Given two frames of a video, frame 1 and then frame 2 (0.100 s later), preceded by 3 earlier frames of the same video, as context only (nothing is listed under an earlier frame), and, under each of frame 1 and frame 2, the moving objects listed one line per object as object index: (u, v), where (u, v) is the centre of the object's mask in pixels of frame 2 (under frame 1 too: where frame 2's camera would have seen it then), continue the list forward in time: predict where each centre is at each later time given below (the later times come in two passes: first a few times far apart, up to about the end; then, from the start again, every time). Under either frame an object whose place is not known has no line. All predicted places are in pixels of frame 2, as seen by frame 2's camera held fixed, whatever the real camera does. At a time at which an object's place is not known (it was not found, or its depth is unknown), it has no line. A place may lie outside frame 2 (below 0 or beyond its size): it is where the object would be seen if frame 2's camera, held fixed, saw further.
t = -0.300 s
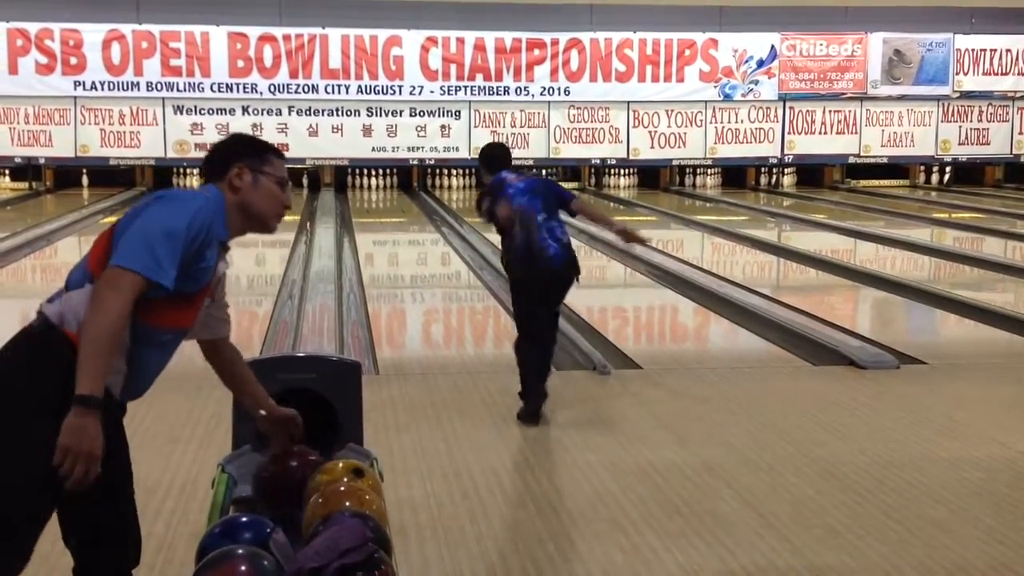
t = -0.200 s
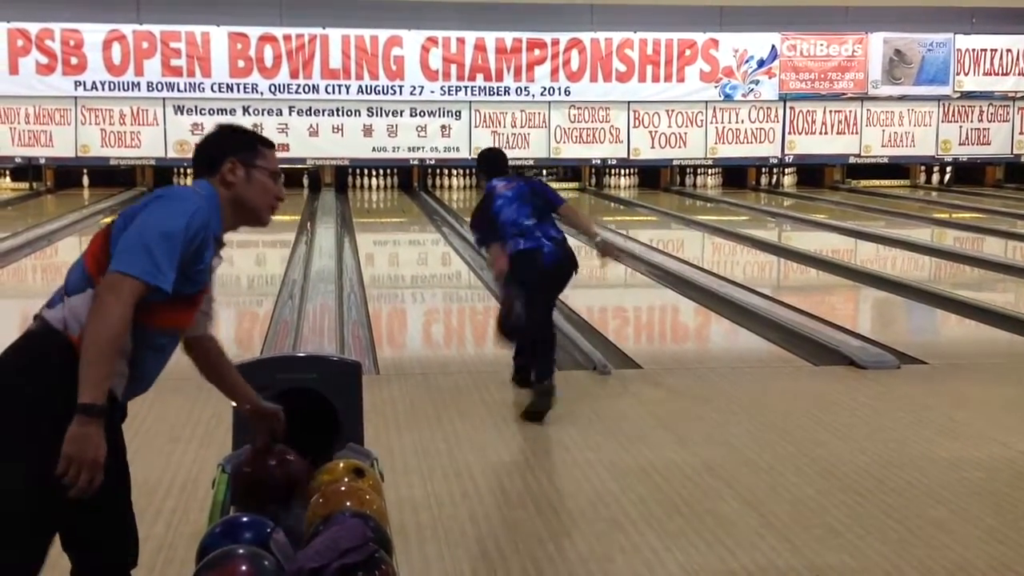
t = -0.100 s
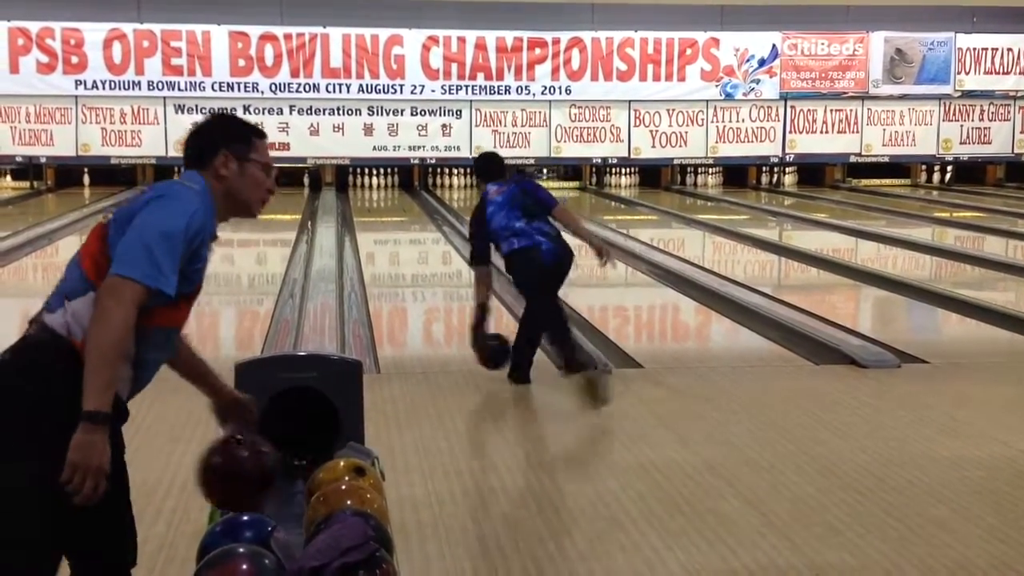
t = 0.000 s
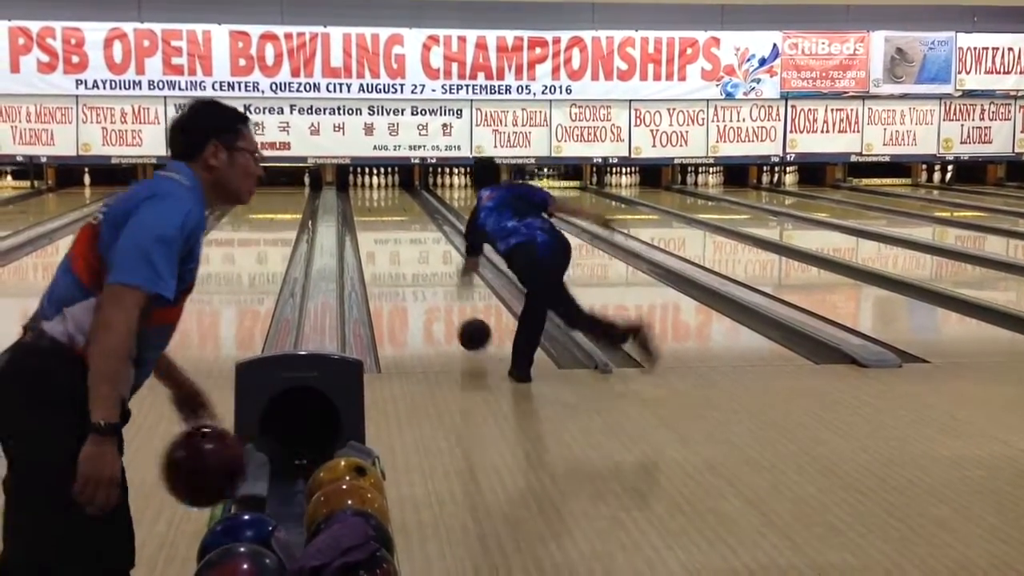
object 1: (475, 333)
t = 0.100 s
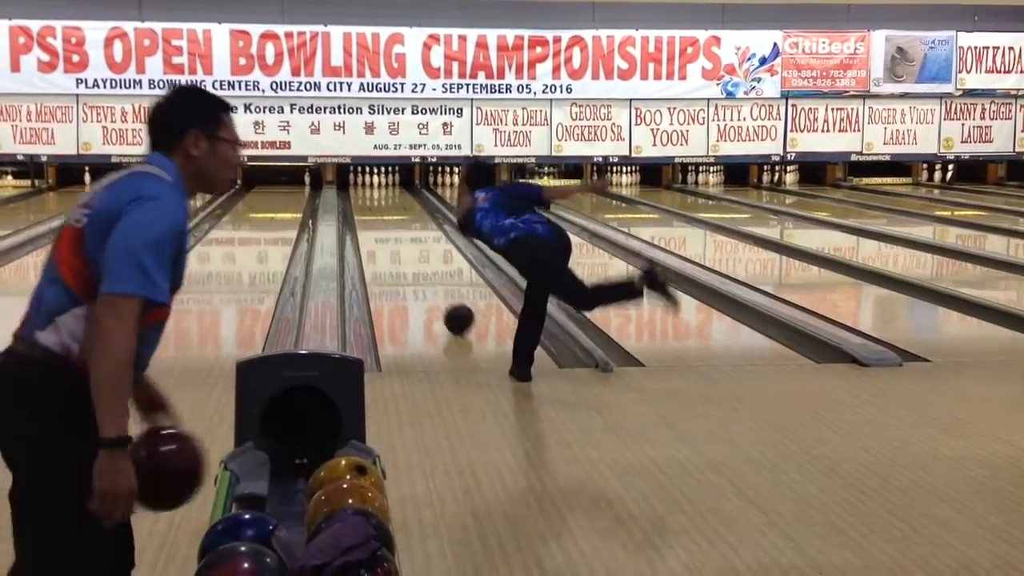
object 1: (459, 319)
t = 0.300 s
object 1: (433, 289)
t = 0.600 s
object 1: (407, 257)
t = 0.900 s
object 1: (390, 235)
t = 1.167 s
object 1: (380, 221)
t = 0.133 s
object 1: (454, 313)
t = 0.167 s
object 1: (449, 308)
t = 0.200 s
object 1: (445, 303)
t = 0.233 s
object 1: (441, 298)
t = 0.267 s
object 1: (437, 293)
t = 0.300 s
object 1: (433, 289)
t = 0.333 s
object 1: (430, 284)
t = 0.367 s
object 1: (426, 280)
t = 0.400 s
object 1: (423, 277)
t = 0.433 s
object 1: (420, 273)
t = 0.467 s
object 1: (417, 269)
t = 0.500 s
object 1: (415, 266)
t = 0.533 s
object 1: (412, 263)
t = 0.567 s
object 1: (410, 260)
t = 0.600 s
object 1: (407, 257)
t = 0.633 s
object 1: (405, 254)
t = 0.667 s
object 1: (403, 251)
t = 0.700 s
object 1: (401, 249)
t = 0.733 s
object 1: (399, 246)
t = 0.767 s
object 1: (397, 244)
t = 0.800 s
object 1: (395, 241)
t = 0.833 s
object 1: (393, 239)
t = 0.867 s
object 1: (392, 237)
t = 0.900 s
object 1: (390, 235)
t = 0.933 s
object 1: (389, 233)
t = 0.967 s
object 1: (387, 231)
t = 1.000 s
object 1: (386, 229)
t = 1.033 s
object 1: (384, 227)
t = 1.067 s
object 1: (383, 225)
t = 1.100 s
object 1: (382, 224)
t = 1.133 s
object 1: (381, 222)
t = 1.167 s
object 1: (380, 221)
